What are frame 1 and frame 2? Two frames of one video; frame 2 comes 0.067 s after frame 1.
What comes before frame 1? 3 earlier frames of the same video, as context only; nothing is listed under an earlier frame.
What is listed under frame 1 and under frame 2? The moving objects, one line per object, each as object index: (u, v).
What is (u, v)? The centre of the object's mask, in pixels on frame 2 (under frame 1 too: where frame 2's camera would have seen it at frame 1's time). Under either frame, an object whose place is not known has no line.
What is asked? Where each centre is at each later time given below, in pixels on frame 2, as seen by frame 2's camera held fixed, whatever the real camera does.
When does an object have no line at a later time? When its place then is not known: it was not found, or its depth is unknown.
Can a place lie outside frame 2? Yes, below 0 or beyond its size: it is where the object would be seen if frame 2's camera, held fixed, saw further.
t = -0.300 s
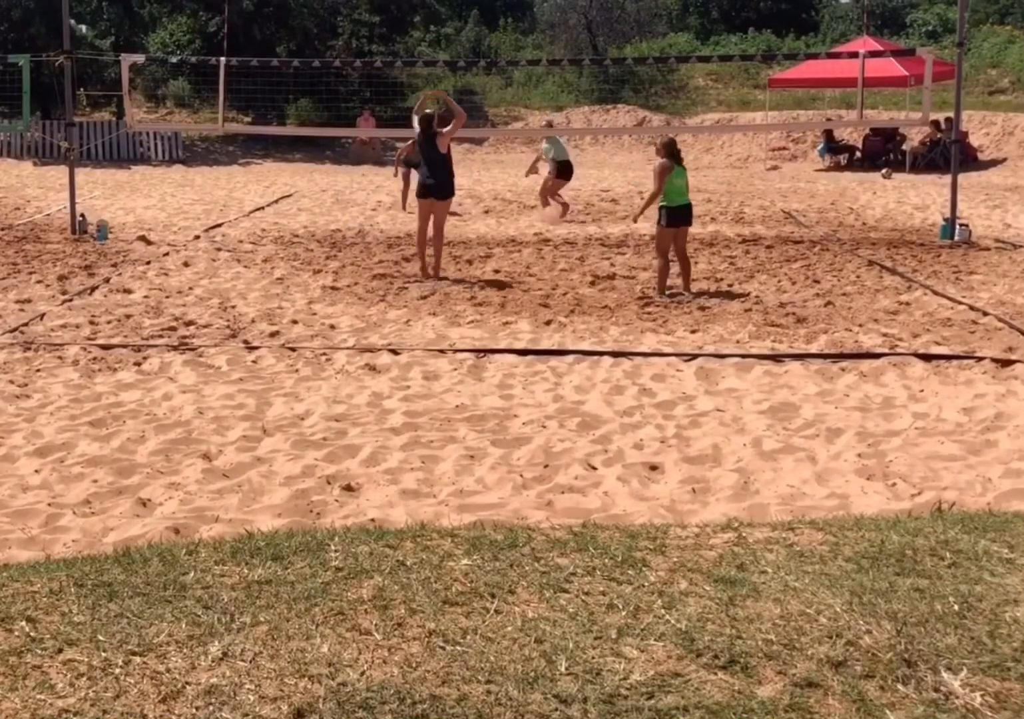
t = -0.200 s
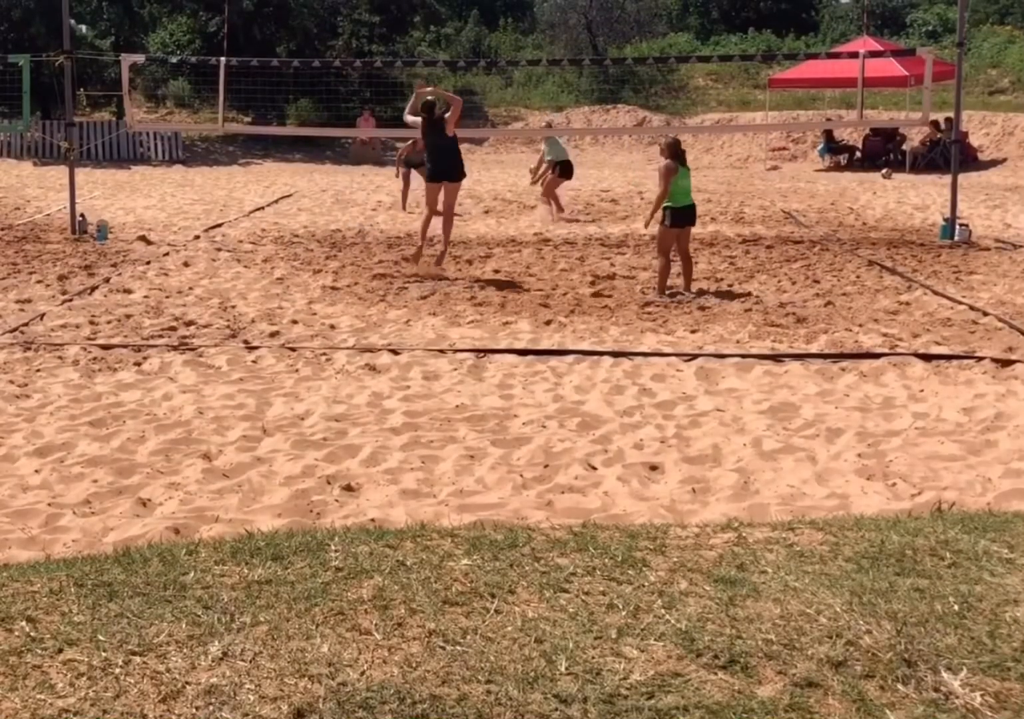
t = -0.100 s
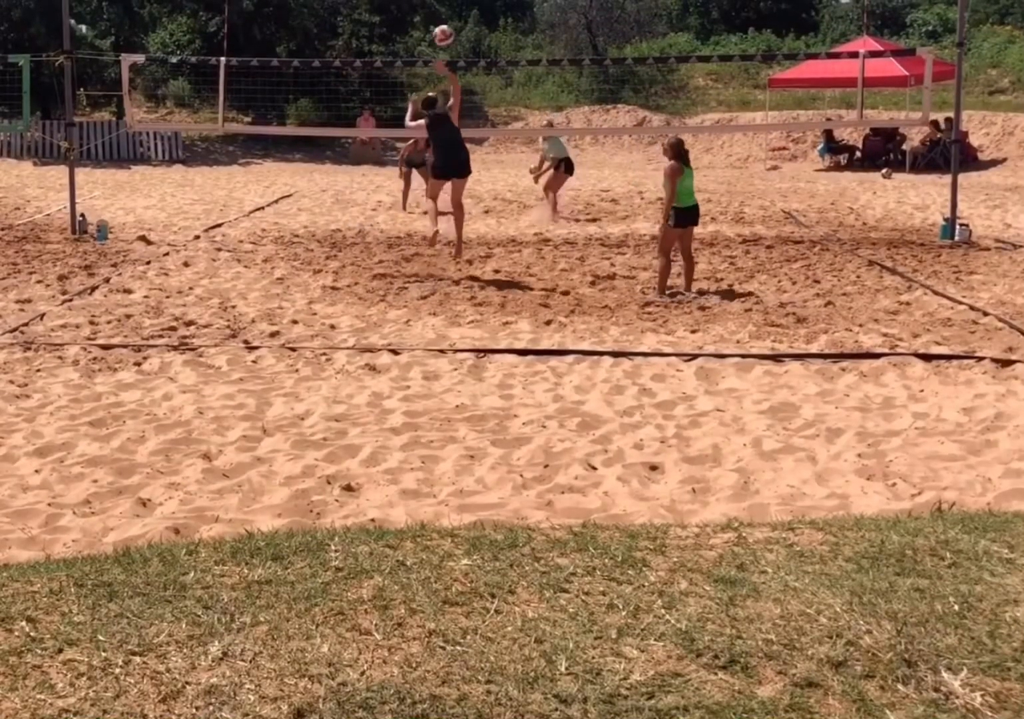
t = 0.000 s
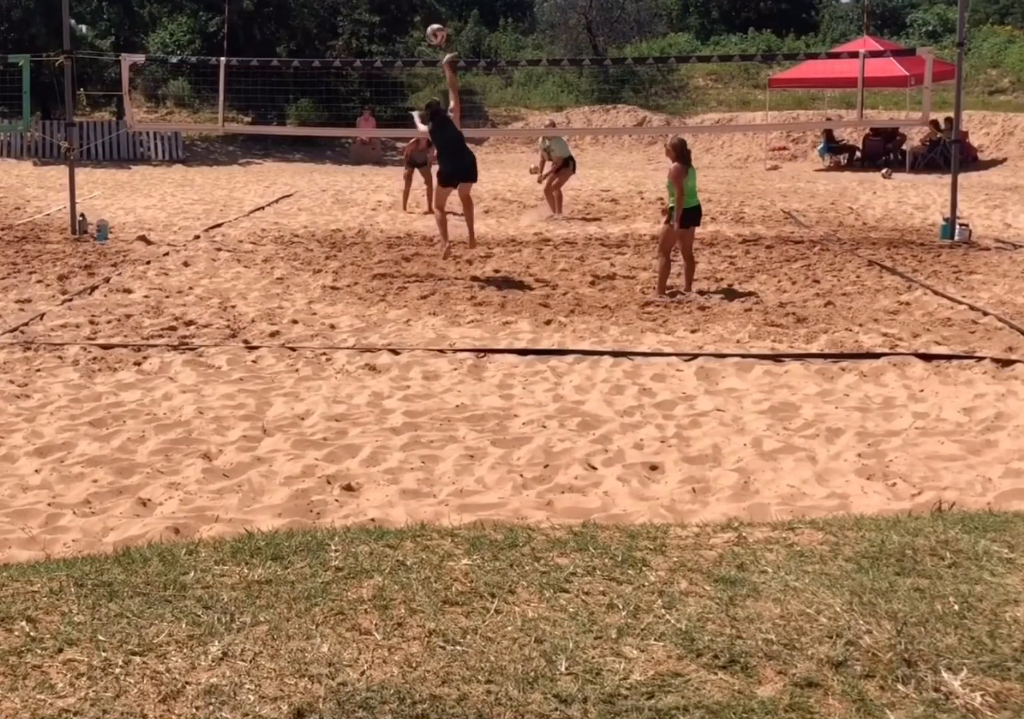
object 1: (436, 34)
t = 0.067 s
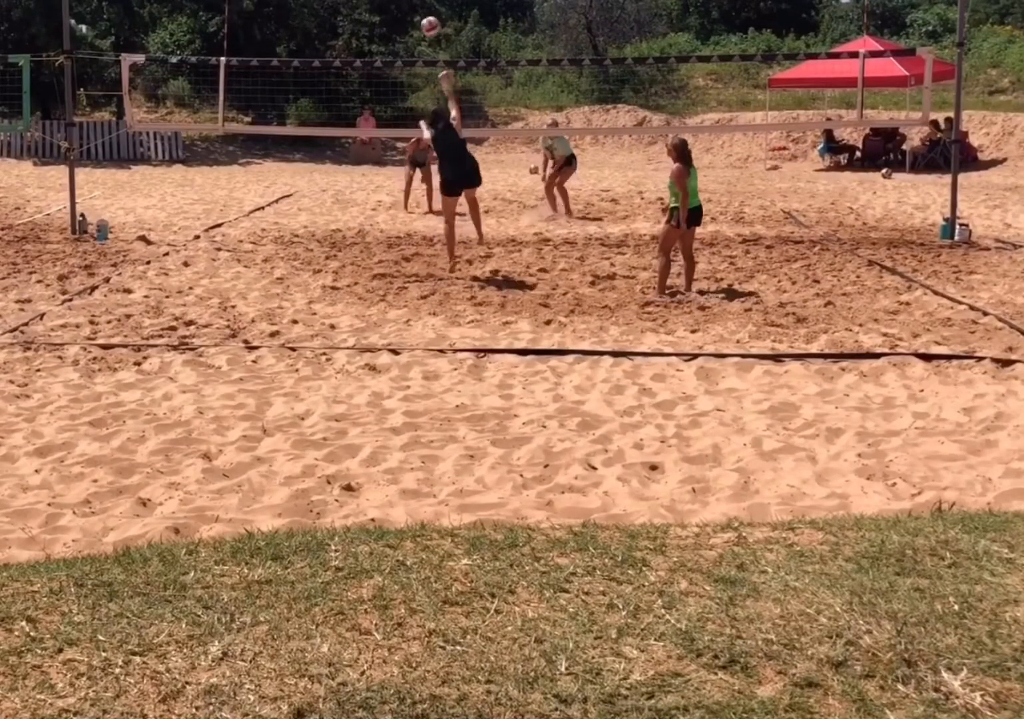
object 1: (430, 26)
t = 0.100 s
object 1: (428, 25)
